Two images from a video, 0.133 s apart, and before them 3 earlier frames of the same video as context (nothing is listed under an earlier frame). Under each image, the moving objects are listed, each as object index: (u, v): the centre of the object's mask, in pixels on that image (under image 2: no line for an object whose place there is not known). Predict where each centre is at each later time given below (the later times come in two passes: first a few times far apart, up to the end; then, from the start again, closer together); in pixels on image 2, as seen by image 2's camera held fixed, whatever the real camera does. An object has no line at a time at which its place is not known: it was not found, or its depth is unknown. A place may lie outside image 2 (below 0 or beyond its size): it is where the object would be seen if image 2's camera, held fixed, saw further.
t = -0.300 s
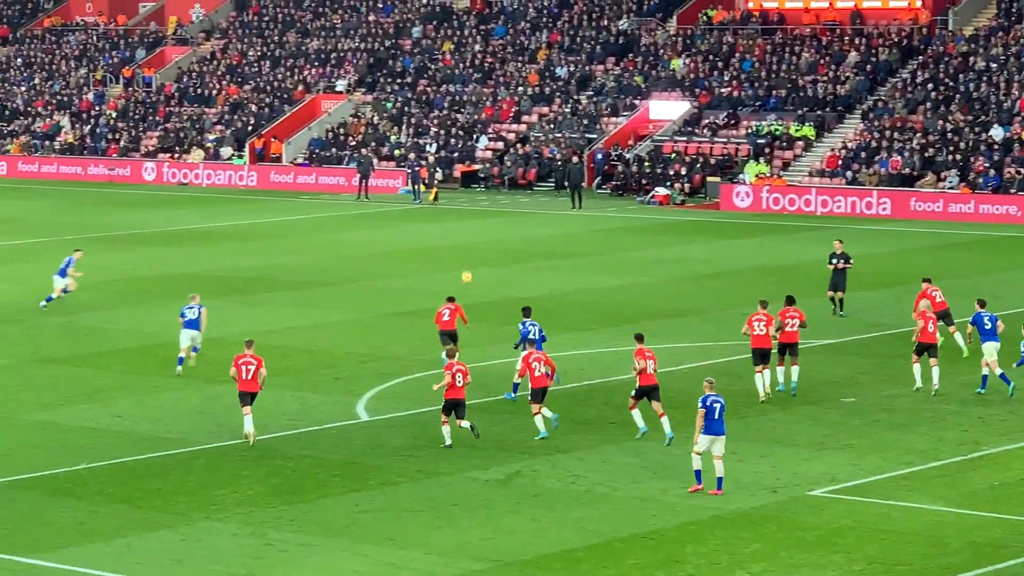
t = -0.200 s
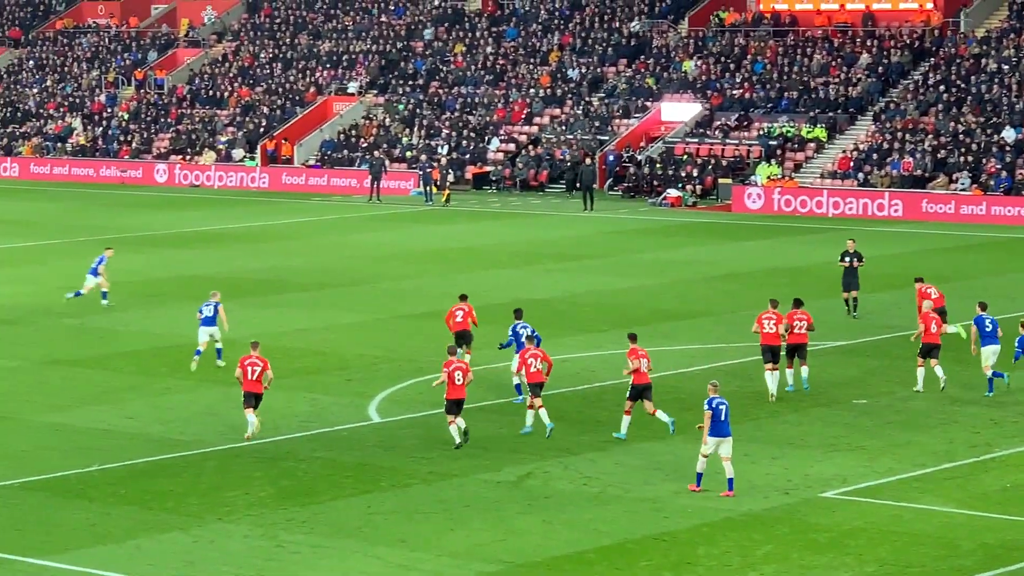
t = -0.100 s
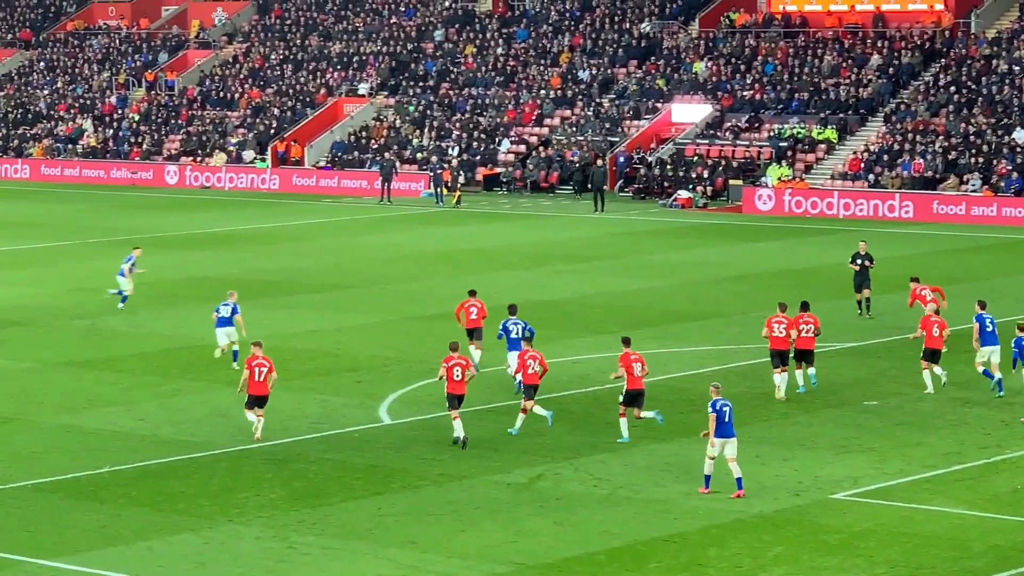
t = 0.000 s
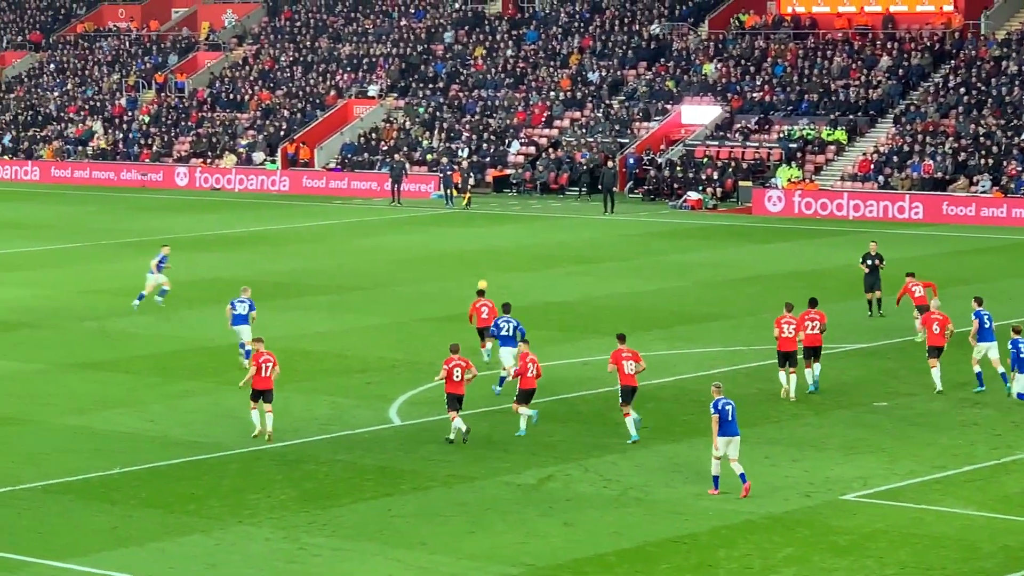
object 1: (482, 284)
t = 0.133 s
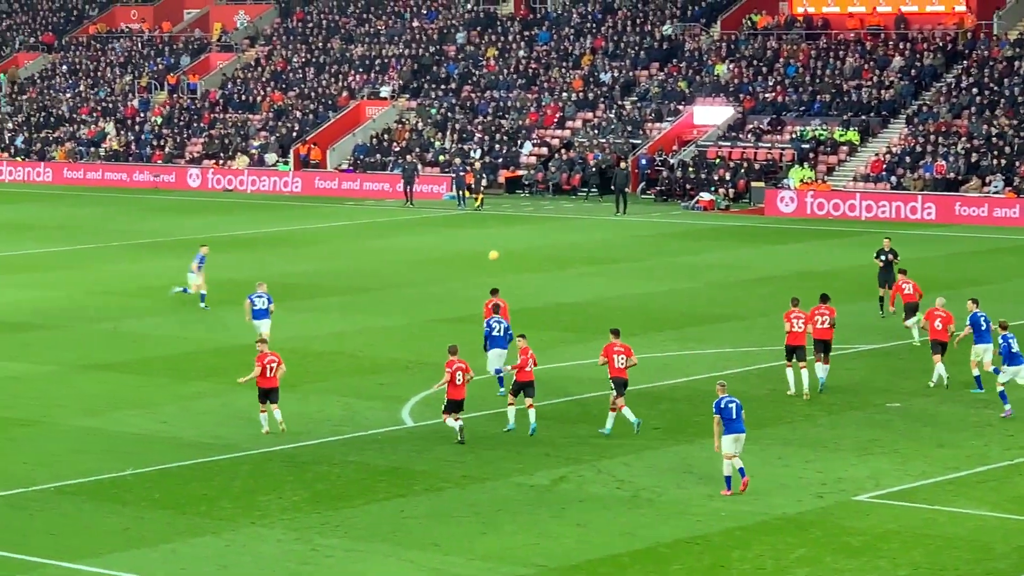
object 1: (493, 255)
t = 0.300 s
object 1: (493, 230)
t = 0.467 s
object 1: (492, 219)
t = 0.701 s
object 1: (492, 222)
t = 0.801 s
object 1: (492, 231)
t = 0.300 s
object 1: (493, 230)
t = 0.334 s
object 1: (492, 227)
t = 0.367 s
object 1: (492, 224)
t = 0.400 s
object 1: (492, 222)
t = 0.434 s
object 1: (492, 220)
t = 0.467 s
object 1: (492, 219)
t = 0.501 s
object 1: (492, 217)
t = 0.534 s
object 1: (492, 217)
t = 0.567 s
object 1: (492, 217)
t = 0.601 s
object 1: (492, 218)
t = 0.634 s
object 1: (492, 219)
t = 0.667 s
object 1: (492, 221)
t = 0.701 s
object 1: (492, 222)
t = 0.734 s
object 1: (492, 225)
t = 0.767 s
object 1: (492, 228)
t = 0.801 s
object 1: (492, 231)
